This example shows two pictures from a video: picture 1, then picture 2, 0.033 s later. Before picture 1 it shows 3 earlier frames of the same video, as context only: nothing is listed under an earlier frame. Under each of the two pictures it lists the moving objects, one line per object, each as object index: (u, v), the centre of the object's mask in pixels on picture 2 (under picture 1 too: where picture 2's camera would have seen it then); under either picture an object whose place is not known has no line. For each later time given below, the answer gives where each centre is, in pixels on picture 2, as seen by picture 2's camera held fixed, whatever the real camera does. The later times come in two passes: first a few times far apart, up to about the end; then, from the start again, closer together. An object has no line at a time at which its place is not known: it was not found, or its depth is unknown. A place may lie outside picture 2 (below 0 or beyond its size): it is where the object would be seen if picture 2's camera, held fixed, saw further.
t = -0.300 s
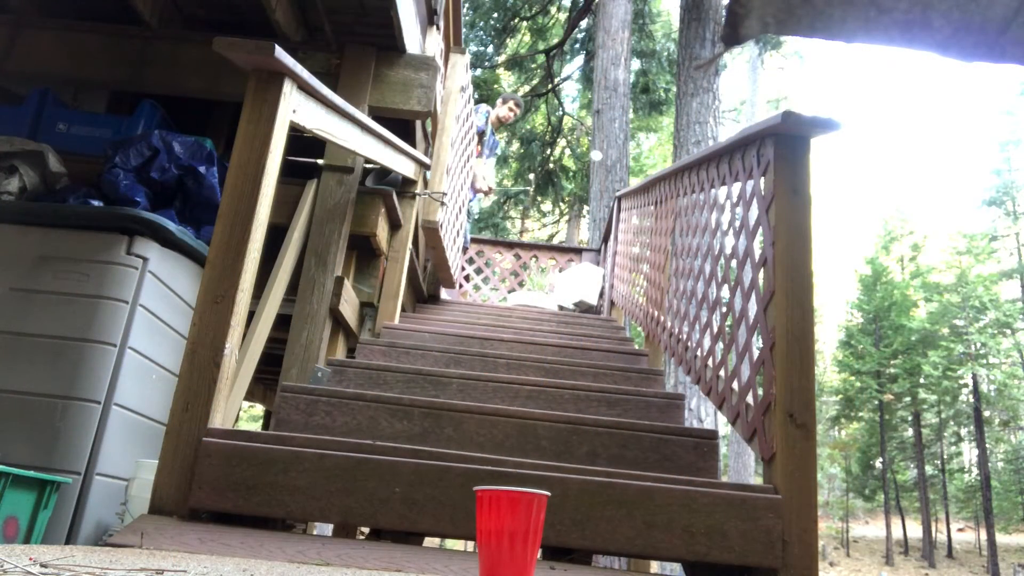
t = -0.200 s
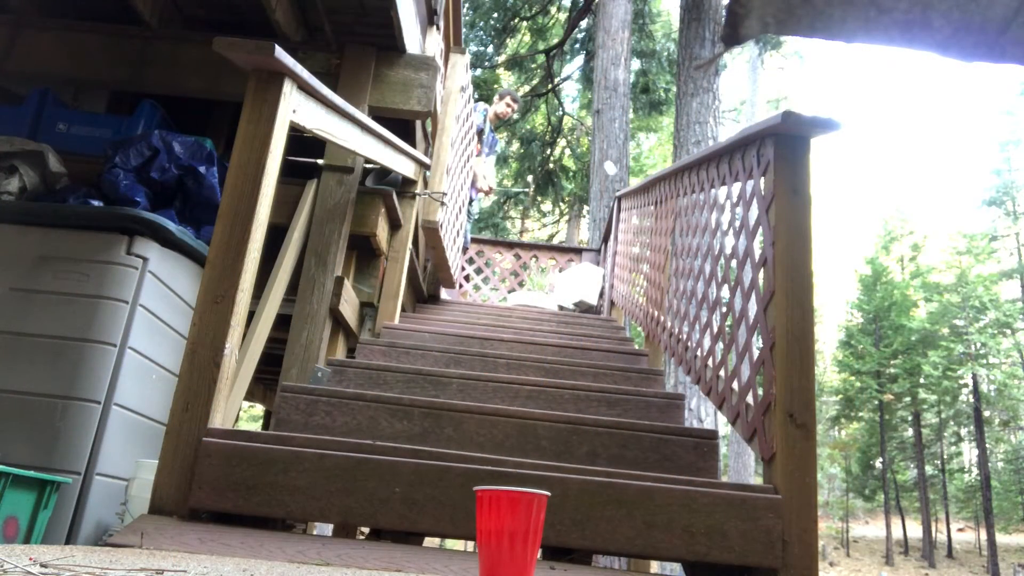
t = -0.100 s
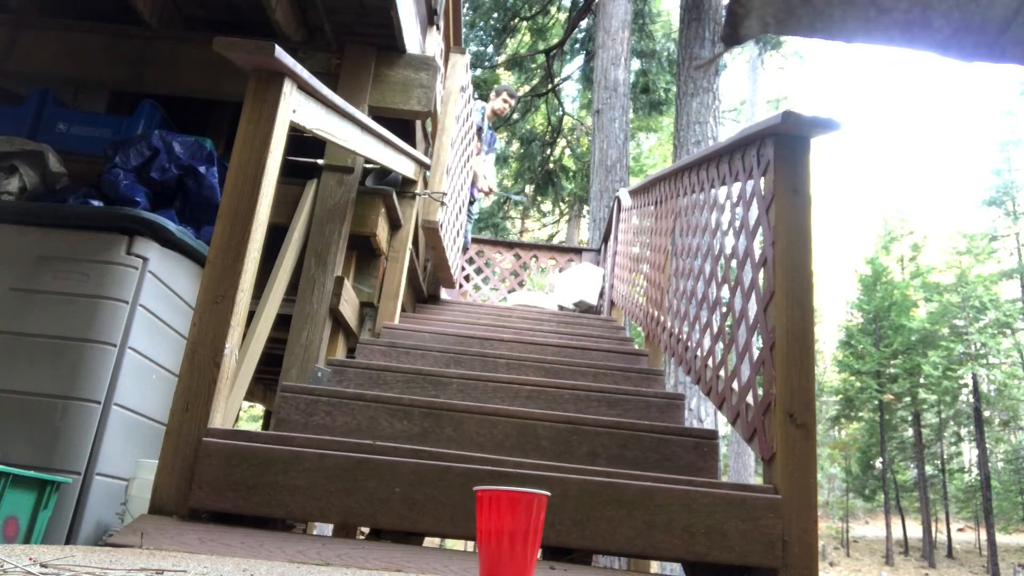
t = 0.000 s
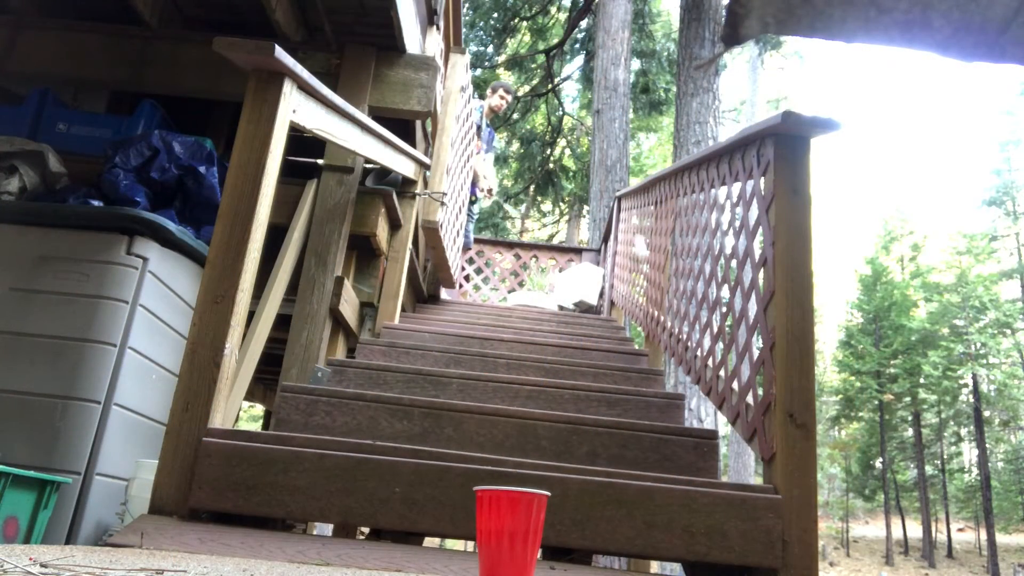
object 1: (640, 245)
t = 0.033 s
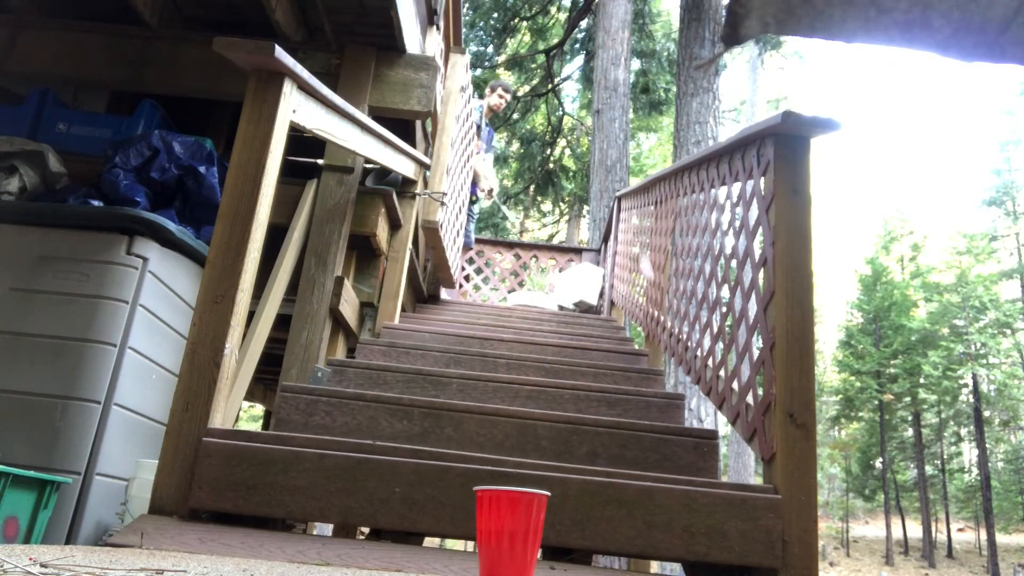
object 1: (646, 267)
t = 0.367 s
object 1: (688, 302)
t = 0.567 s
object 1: (686, 302)
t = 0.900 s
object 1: (676, 471)
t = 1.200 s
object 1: (666, 426)
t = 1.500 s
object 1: (638, 437)
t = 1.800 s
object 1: (584, 511)
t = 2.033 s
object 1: (512, 485)
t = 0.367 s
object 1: (688, 302)
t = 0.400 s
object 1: (687, 290)
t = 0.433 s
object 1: (687, 284)
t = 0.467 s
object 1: (687, 282)
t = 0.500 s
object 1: (687, 284)
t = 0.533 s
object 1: (686, 291)
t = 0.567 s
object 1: (686, 302)
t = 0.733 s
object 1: (680, 446)
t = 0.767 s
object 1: (679, 492)
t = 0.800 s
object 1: (677, 544)
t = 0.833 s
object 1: (676, 551)
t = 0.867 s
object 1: (676, 513)
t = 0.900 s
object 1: (676, 471)
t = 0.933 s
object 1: (676, 439)
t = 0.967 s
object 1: (675, 414)
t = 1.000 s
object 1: (675, 397)
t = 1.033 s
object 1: (674, 386)
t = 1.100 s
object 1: (672, 382)
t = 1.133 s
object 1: (670, 390)
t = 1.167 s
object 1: (668, 405)
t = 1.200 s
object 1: (666, 426)
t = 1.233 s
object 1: (663, 453)
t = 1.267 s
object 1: (660, 488)
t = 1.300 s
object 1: (657, 529)
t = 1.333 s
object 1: (653, 560)
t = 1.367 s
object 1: (650, 535)
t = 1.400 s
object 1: (647, 499)
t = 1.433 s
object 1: (645, 470)
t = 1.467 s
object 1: (641, 450)
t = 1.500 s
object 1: (638, 437)
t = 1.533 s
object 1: (634, 433)
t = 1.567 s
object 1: (629, 436)
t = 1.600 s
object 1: (625, 447)
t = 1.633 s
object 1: (619, 465)
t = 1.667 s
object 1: (613, 493)
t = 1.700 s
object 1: (607, 526)
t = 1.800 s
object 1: (584, 511)
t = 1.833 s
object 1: (576, 488)
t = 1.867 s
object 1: (567, 474)
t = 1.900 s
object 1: (556, 468)
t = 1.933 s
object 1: (545, 472)
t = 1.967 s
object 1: (534, 477)
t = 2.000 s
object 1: (523, 480)
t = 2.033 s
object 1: (512, 485)
